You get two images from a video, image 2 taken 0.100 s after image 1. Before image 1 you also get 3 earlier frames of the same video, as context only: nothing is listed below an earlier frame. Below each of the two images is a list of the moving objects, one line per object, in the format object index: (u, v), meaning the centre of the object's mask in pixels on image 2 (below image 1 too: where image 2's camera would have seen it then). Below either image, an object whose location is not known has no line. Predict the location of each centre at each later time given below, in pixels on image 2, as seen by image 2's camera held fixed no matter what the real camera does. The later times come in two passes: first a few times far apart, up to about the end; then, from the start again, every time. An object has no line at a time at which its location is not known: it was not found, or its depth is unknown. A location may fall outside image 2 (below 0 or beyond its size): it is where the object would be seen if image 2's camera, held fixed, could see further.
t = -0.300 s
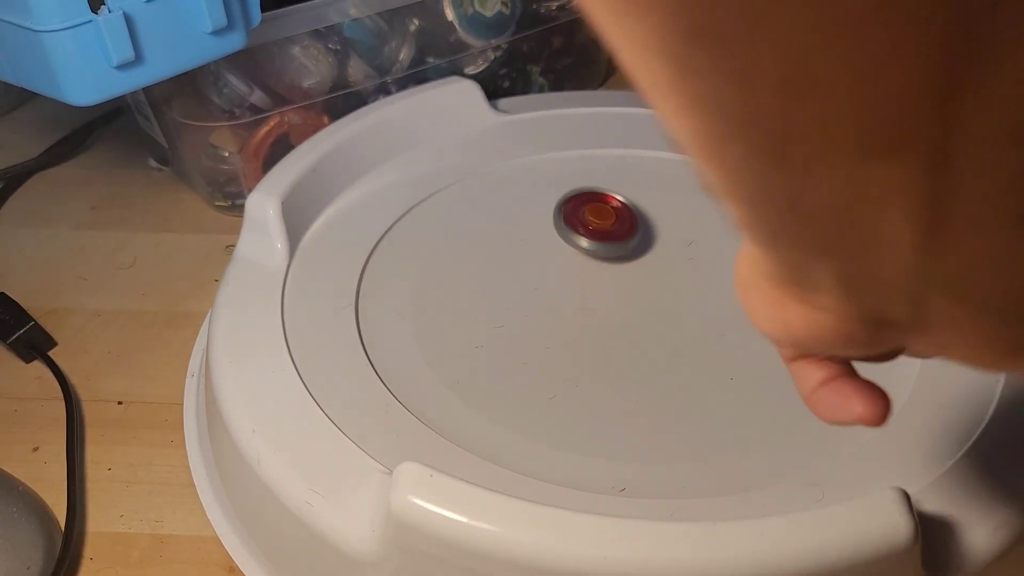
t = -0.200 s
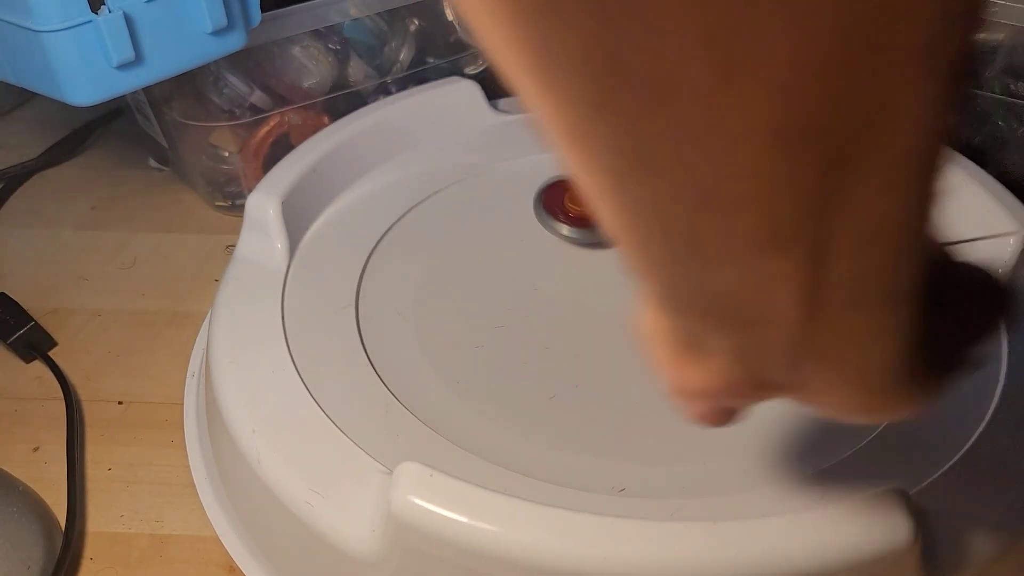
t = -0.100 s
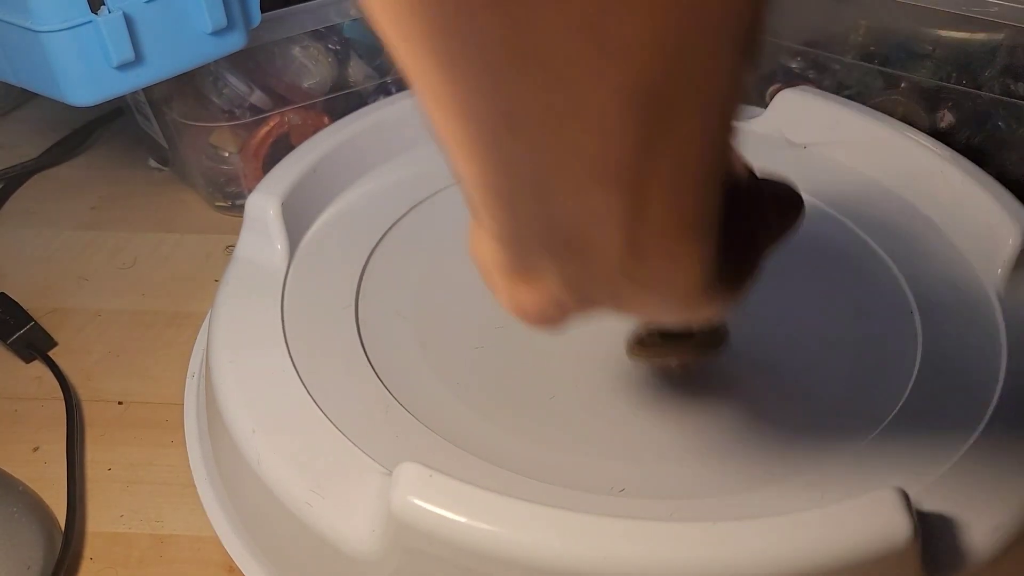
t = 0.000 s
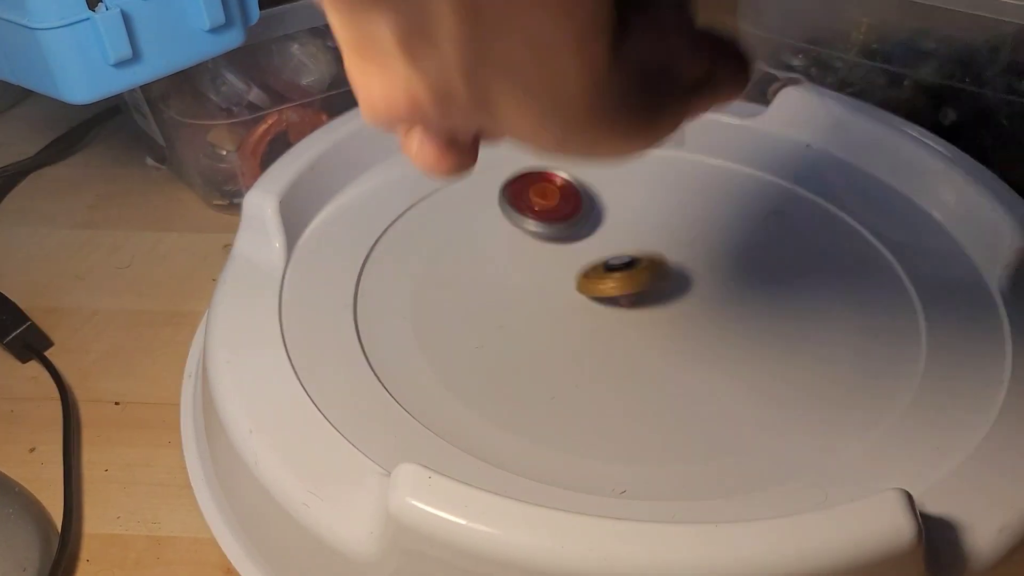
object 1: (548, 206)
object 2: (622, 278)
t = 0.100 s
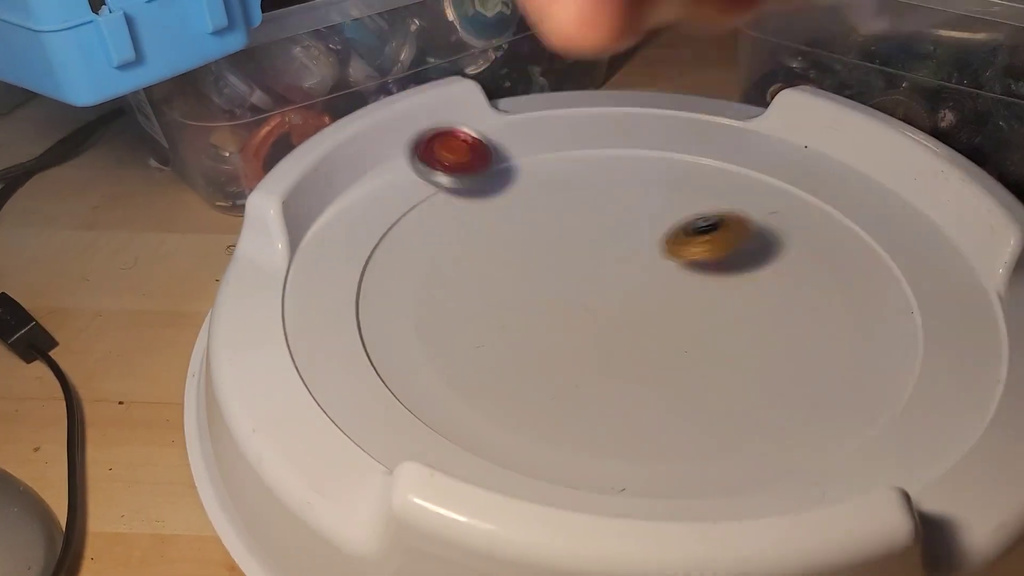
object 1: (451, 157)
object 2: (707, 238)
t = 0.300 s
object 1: (414, 235)
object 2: (932, 248)
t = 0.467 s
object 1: (487, 305)
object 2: (924, 273)
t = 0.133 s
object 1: (419, 143)
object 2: (760, 236)
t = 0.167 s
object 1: (406, 153)
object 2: (812, 239)
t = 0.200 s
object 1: (399, 187)
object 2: (881, 227)
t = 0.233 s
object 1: (399, 192)
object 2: (895, 221)
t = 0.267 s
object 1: (403, 219)
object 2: (916, 224)
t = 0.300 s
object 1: (414, 235)
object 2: (932, 248)
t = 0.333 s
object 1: (426, 254)
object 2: (948, 243)
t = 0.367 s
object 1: (440, 270)
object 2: (947, 255)
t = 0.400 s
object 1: (456, 284)
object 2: (942, 263)
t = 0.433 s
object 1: (471, 296)
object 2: (934, 272)
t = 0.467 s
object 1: (487, 305)
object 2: (924, 273)
